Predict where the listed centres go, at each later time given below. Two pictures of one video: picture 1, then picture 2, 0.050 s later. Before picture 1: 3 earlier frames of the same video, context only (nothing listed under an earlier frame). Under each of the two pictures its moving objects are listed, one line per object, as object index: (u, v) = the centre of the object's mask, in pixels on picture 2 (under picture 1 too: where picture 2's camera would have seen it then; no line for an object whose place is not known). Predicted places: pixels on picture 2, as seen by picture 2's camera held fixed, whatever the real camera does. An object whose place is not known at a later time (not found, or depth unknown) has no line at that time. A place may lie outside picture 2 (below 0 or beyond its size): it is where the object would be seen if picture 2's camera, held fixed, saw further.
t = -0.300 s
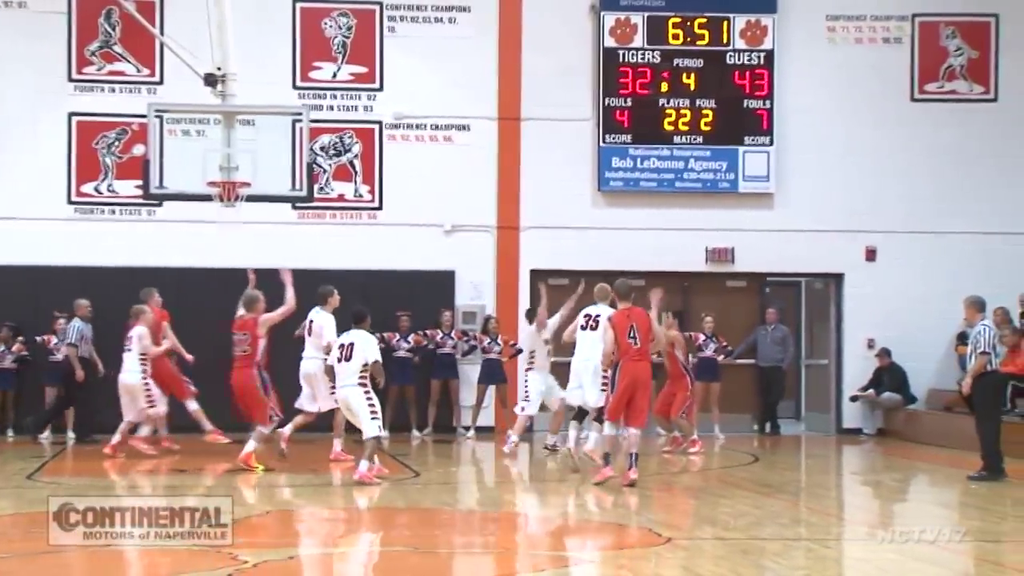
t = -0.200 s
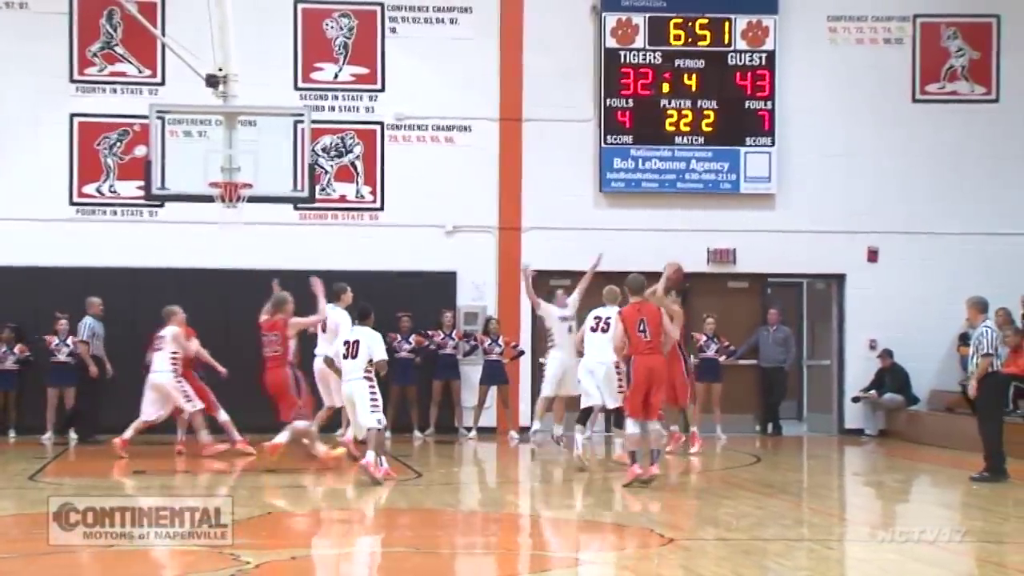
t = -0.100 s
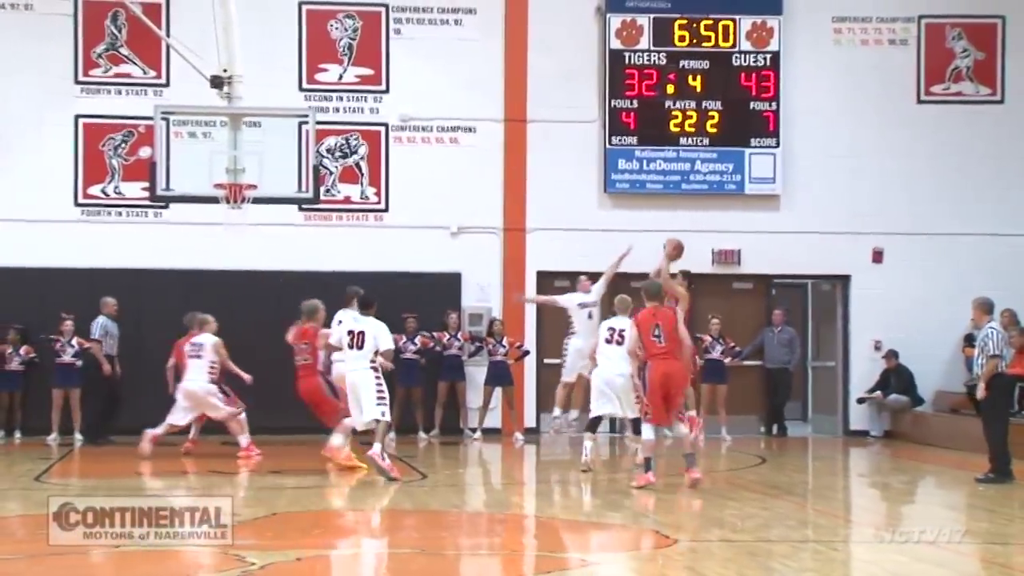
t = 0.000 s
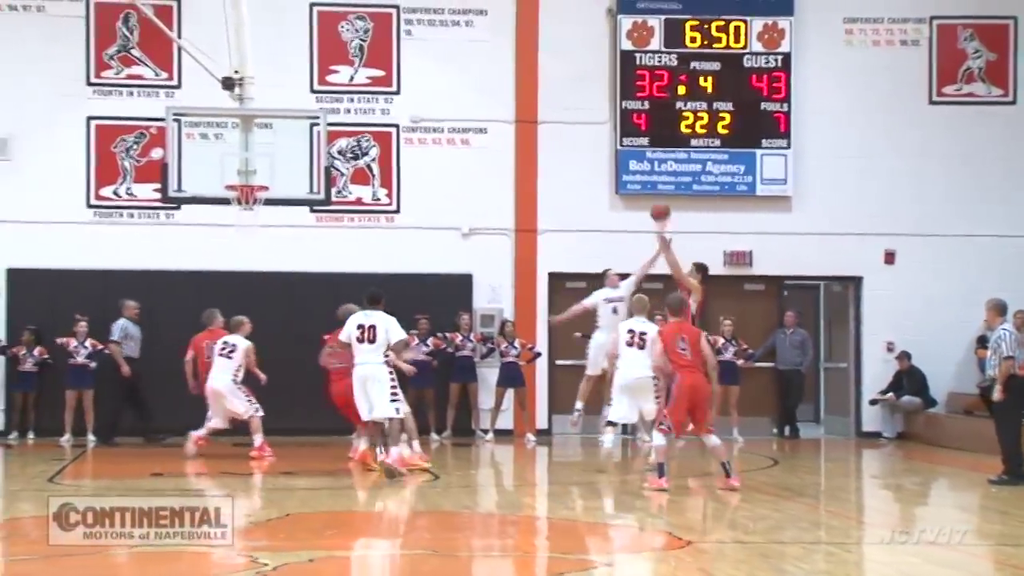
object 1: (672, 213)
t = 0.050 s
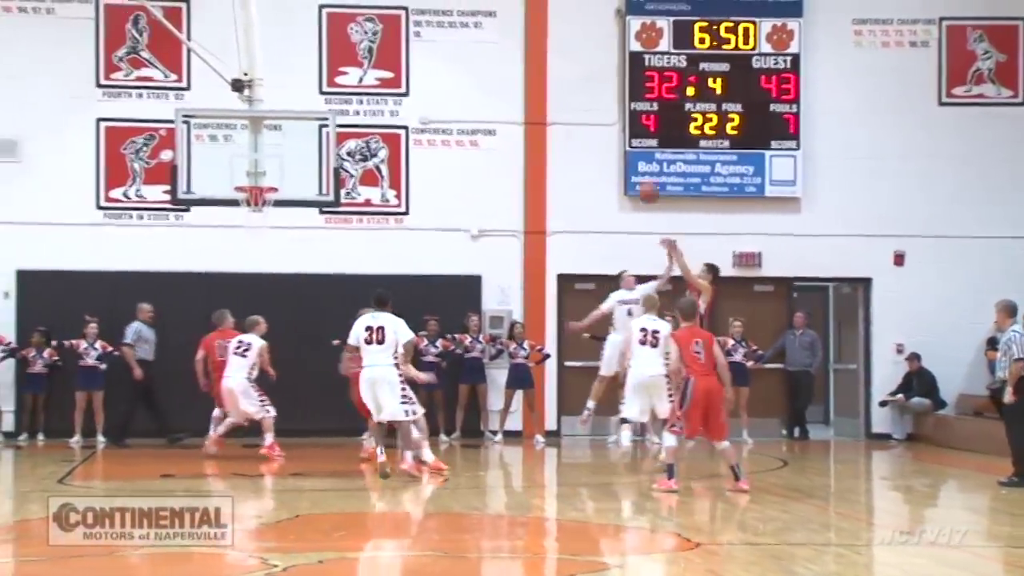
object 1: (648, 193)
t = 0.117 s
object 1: (620, 169)
